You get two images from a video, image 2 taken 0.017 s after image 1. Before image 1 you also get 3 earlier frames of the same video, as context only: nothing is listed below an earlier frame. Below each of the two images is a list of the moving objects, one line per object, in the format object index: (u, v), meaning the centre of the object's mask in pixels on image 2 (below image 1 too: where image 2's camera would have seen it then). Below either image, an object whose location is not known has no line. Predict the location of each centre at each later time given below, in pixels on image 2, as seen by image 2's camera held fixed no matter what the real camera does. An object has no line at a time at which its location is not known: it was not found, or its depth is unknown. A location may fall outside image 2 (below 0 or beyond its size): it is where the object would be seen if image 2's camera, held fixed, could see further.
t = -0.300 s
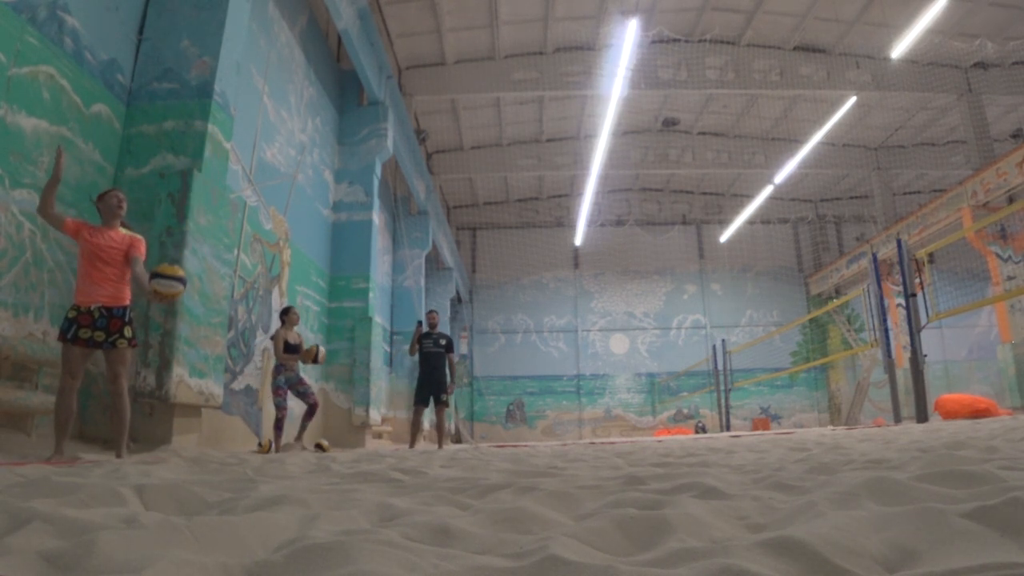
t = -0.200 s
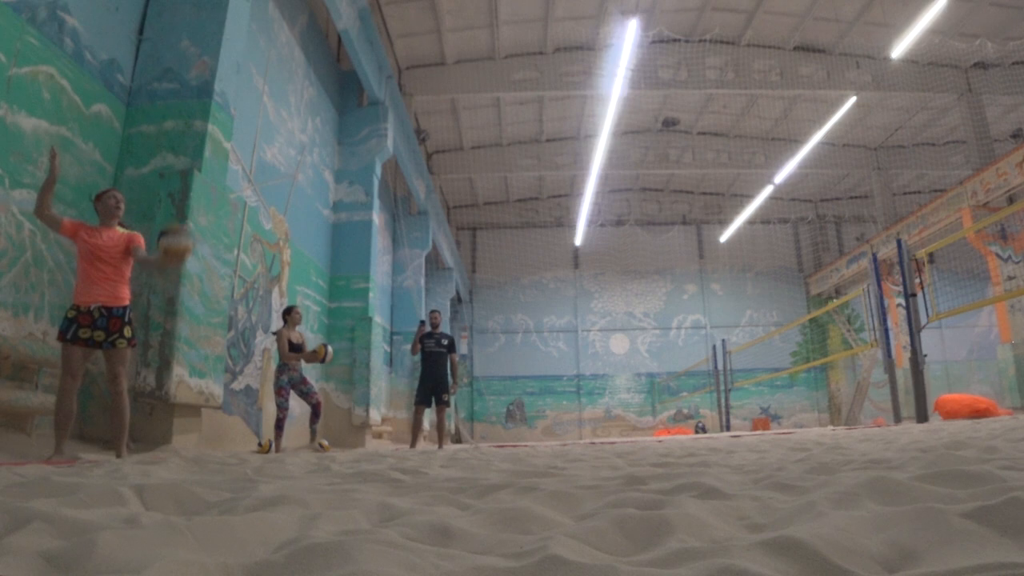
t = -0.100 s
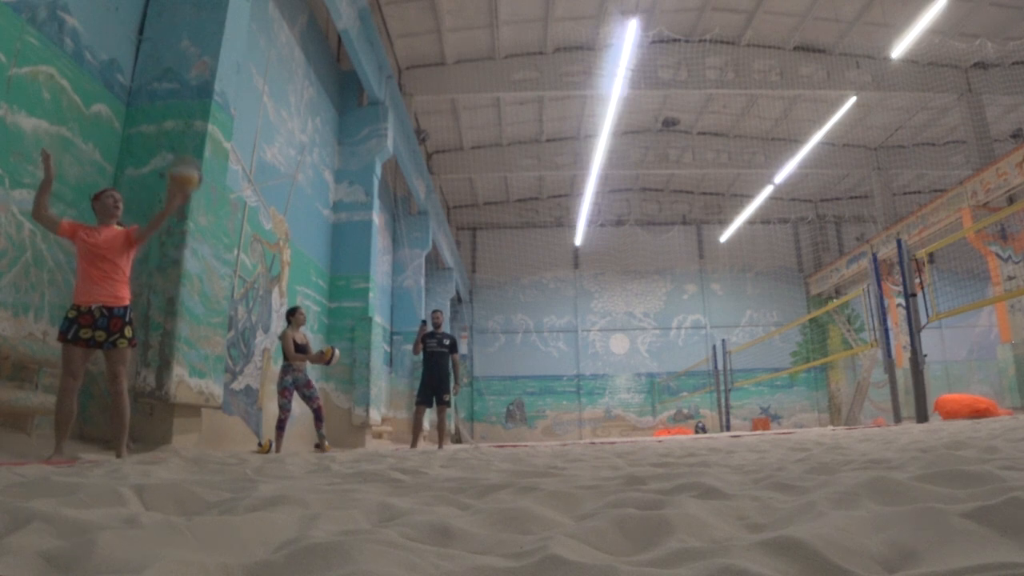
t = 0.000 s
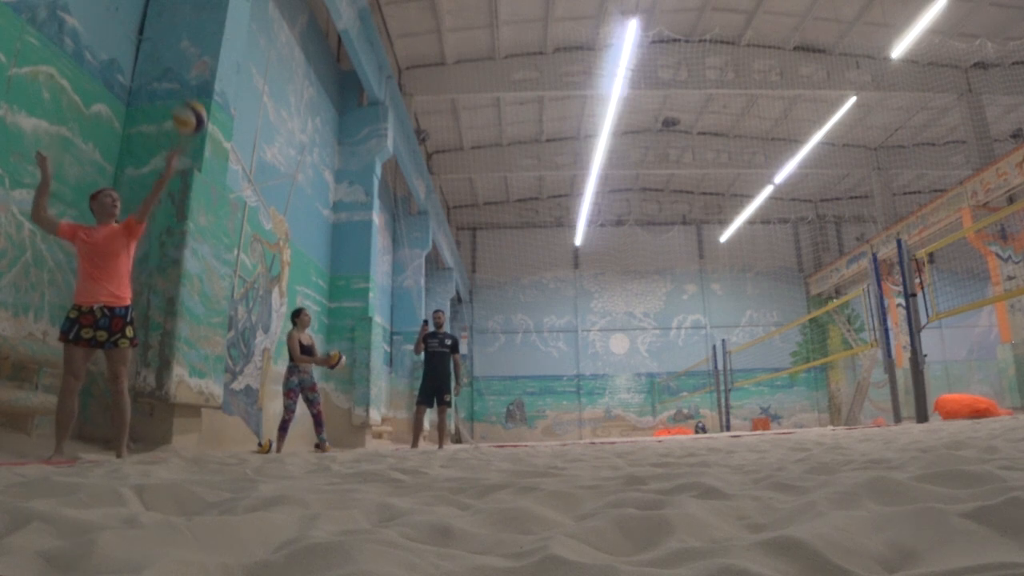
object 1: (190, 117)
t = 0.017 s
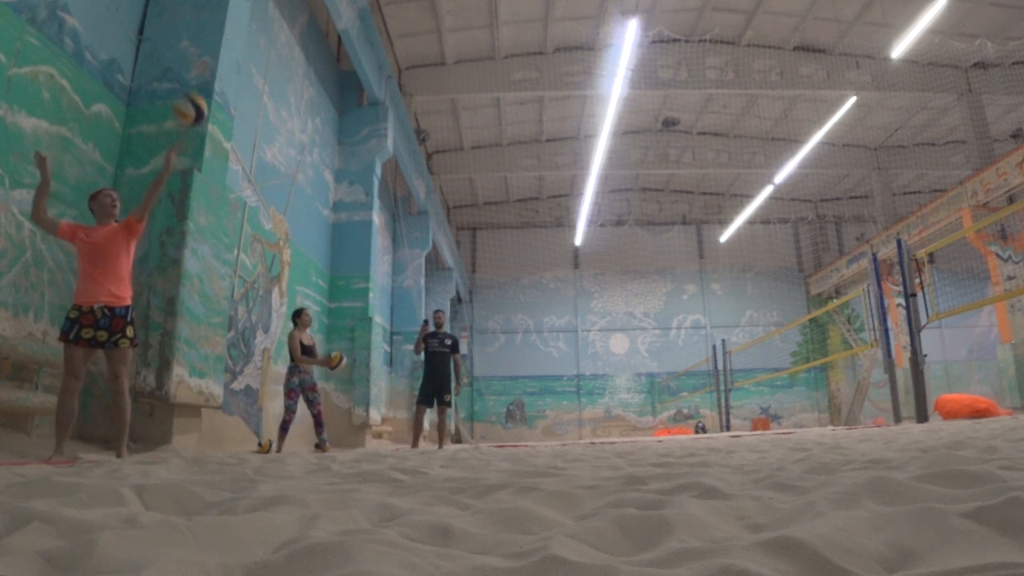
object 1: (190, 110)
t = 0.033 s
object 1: (191, 101)
